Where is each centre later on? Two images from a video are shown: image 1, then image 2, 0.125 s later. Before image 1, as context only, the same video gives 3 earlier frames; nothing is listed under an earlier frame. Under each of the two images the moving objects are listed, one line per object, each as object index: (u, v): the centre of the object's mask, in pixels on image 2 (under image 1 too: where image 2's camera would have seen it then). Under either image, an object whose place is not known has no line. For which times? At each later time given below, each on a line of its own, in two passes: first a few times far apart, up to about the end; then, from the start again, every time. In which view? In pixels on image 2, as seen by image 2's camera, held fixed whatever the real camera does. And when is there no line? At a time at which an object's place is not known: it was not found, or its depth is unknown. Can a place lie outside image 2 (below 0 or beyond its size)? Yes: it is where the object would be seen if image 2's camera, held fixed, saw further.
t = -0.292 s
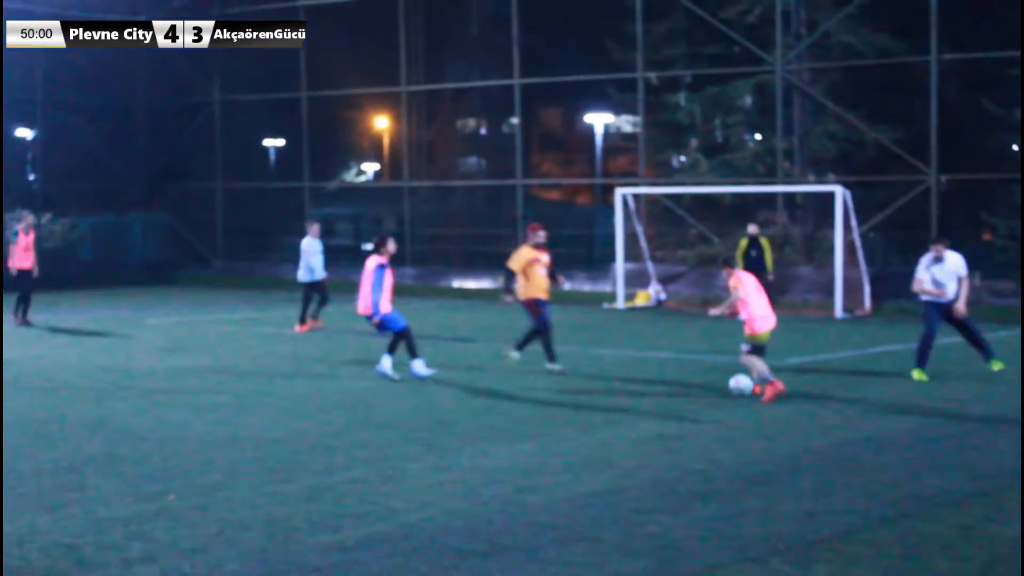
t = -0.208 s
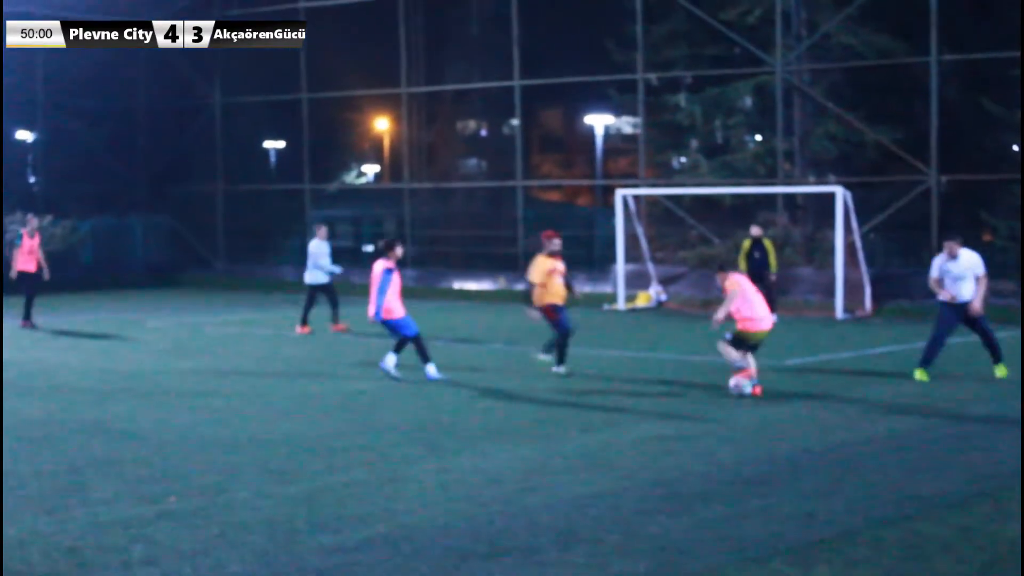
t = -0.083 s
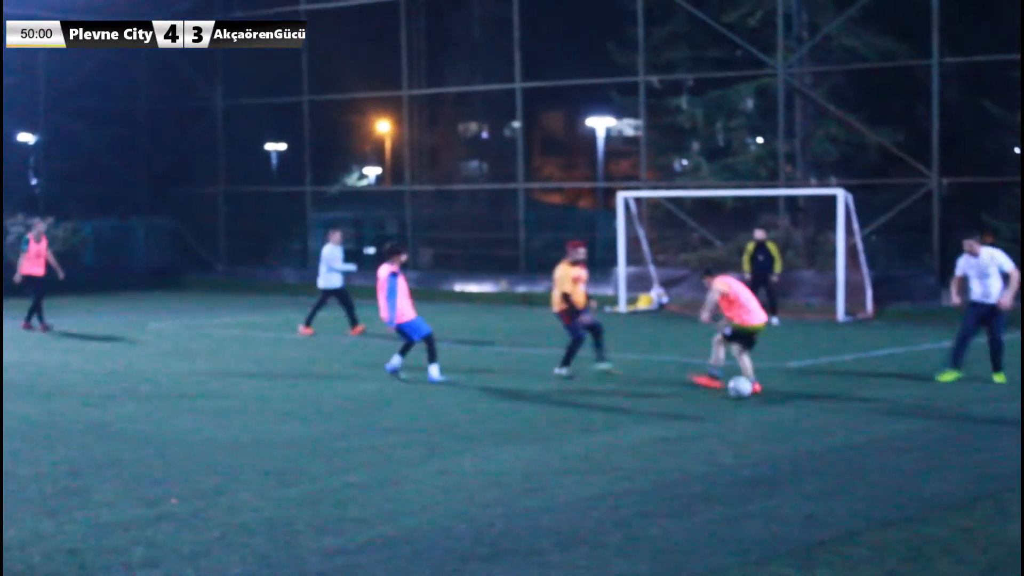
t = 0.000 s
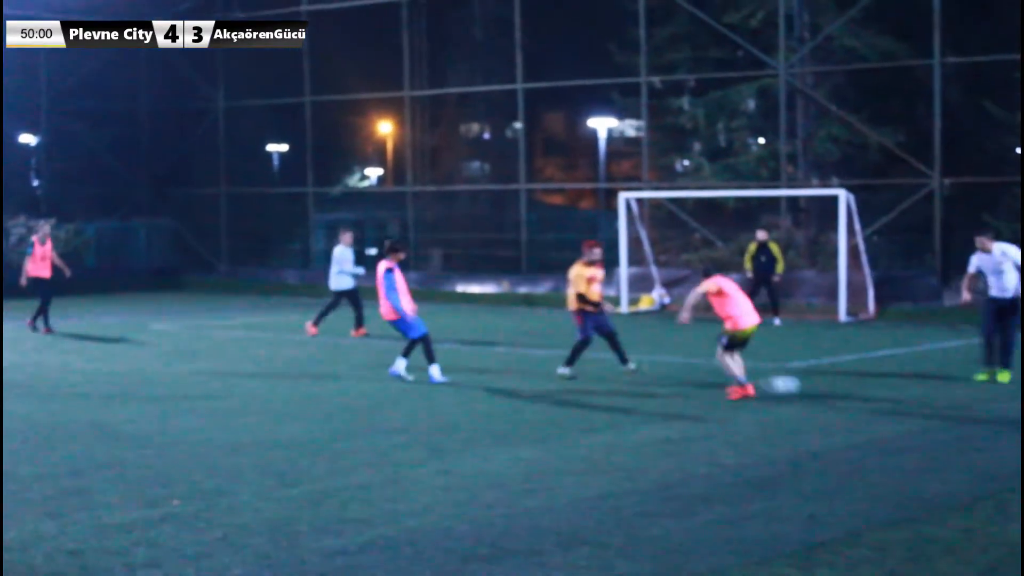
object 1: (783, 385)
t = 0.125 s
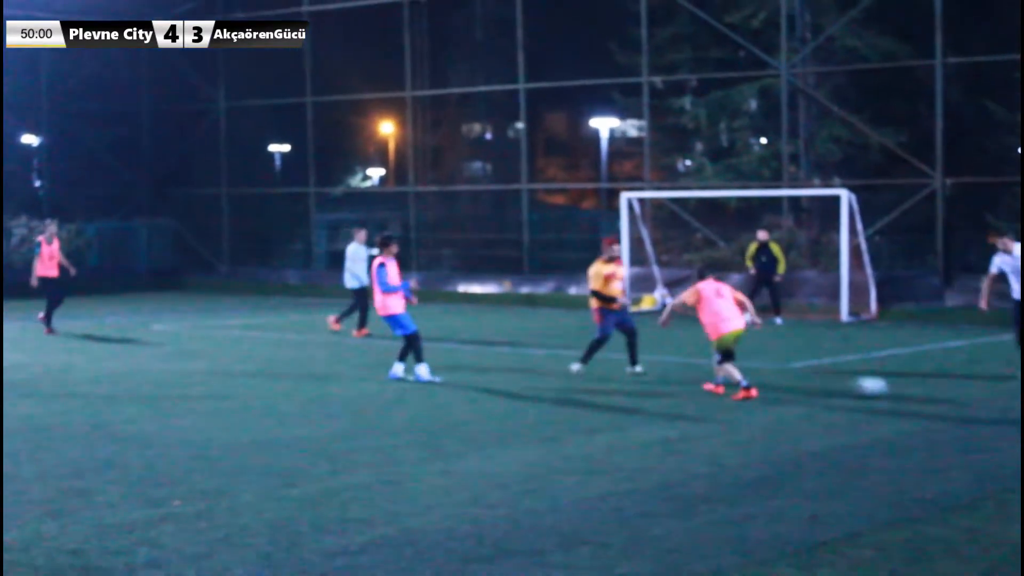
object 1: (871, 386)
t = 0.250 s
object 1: (949, 384)
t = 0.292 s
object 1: (970, 383)
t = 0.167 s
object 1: (899, 385)
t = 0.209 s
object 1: (924, 386)
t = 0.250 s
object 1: (949, 384)
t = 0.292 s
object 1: (970, 383)
